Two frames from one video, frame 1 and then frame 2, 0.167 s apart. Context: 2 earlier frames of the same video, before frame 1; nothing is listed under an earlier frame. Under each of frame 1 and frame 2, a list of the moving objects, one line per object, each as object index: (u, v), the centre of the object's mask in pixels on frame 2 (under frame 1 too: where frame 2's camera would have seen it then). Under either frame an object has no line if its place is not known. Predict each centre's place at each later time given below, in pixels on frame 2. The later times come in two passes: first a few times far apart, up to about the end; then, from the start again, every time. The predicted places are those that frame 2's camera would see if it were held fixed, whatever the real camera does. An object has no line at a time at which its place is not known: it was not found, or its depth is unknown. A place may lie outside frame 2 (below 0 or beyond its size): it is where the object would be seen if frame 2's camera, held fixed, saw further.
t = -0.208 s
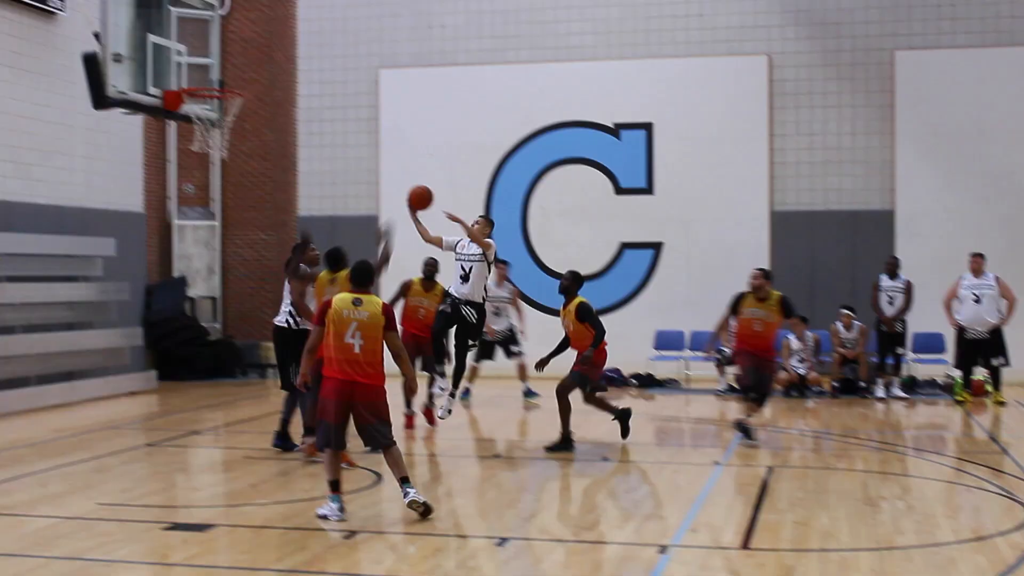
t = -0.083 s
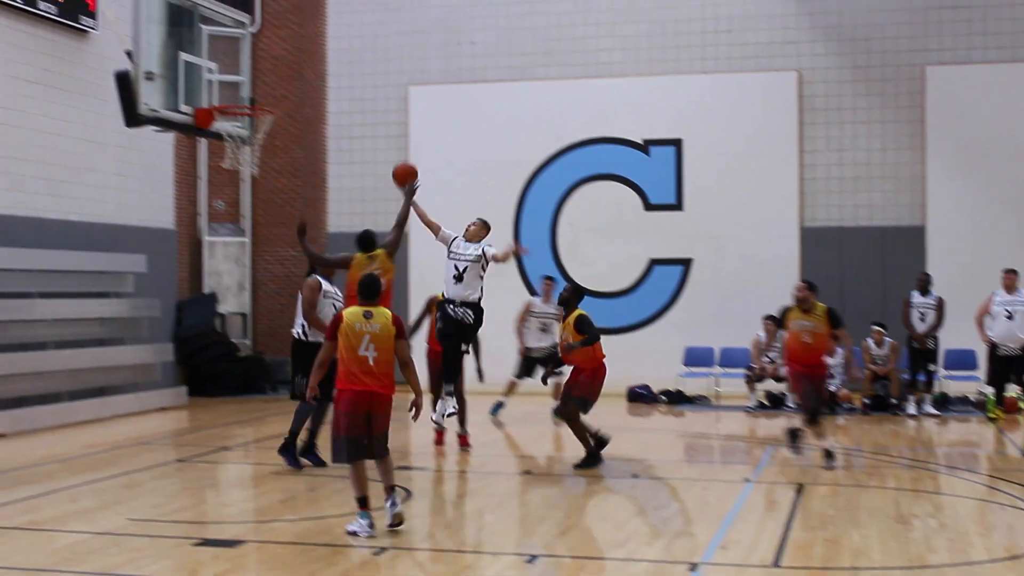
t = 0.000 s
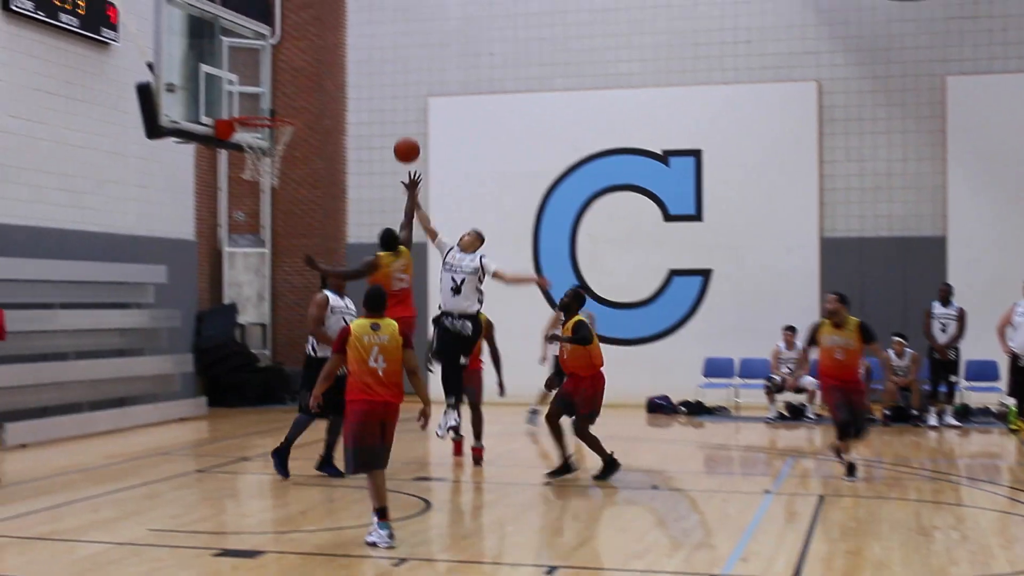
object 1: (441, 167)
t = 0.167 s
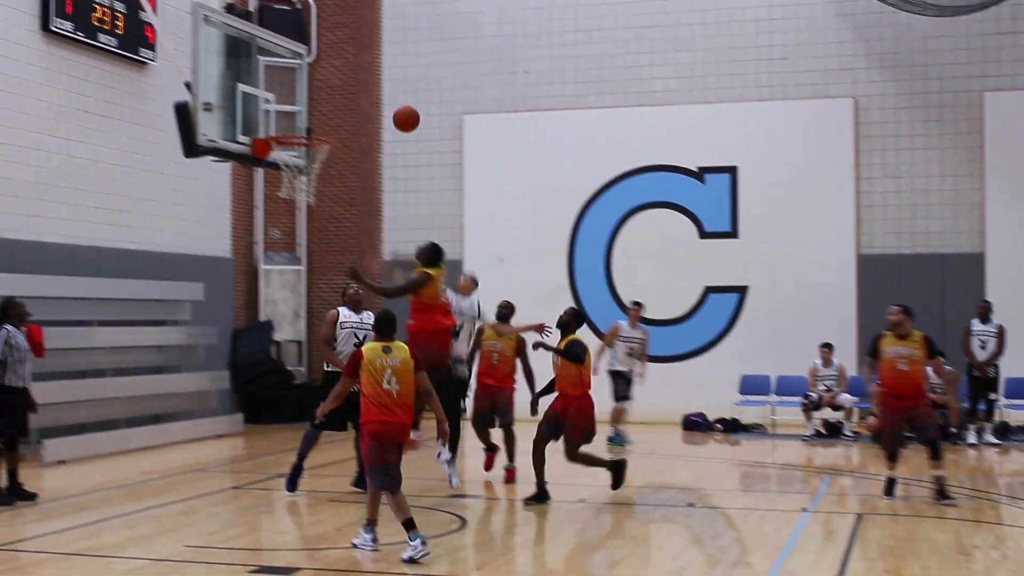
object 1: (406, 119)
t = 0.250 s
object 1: (388, 105)
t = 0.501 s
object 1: (331, 109)
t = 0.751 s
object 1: (289, 98)
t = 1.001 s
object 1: (329, 101)
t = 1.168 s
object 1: (355, 145)
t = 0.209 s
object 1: (397, 111)
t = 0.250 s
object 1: (388, 105)
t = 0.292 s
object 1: (379, 100)
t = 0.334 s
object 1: (370, 98)
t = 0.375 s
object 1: (360, 97)
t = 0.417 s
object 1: (350, 99)
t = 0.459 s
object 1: (341, 103)
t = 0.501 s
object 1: (331, 109)
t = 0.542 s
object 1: (321, 117)
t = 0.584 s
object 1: (311, 126)
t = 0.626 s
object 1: (302, 124)
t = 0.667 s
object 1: (295, 114)
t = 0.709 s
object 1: (288, 105)
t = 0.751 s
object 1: (289, 98)
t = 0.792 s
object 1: (295, 94)
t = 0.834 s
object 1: (302, 91)
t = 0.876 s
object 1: (309, 91)
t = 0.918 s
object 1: (315, 92)
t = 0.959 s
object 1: (322, 95)
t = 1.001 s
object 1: (329, 101)
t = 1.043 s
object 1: (335, 109)
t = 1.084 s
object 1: (342, 118)
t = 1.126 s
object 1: (348, 131)
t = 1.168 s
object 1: (355, 145)
